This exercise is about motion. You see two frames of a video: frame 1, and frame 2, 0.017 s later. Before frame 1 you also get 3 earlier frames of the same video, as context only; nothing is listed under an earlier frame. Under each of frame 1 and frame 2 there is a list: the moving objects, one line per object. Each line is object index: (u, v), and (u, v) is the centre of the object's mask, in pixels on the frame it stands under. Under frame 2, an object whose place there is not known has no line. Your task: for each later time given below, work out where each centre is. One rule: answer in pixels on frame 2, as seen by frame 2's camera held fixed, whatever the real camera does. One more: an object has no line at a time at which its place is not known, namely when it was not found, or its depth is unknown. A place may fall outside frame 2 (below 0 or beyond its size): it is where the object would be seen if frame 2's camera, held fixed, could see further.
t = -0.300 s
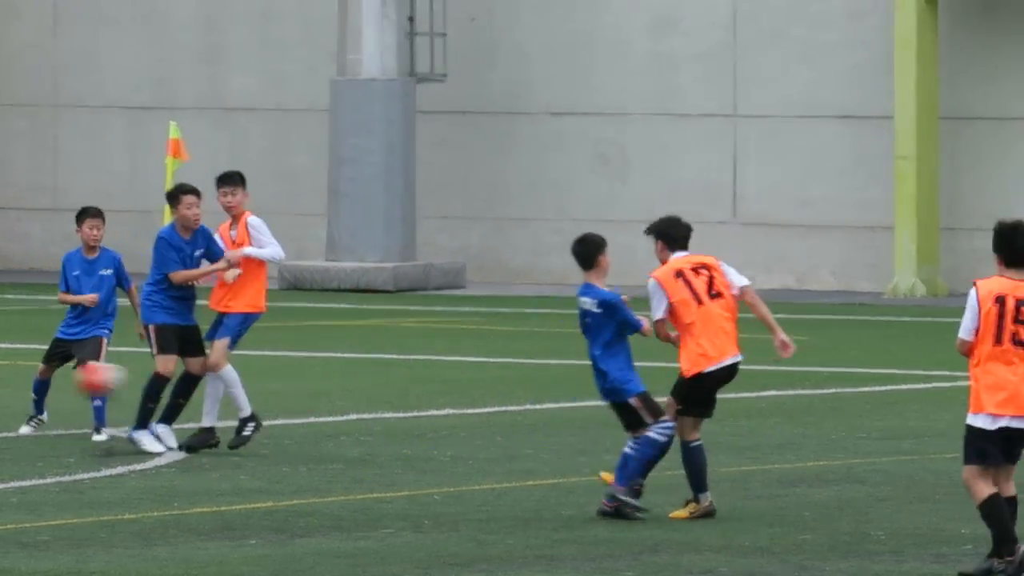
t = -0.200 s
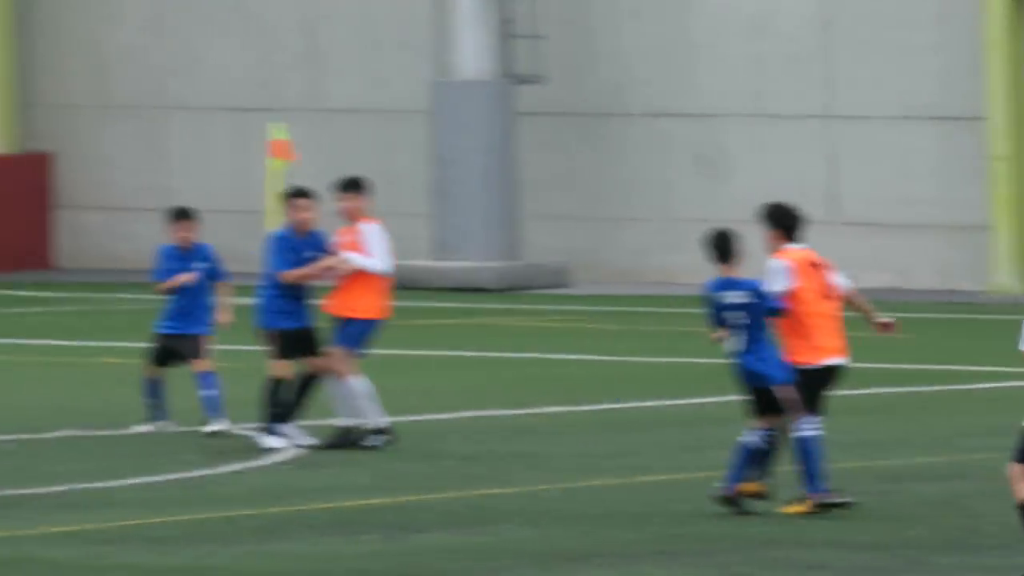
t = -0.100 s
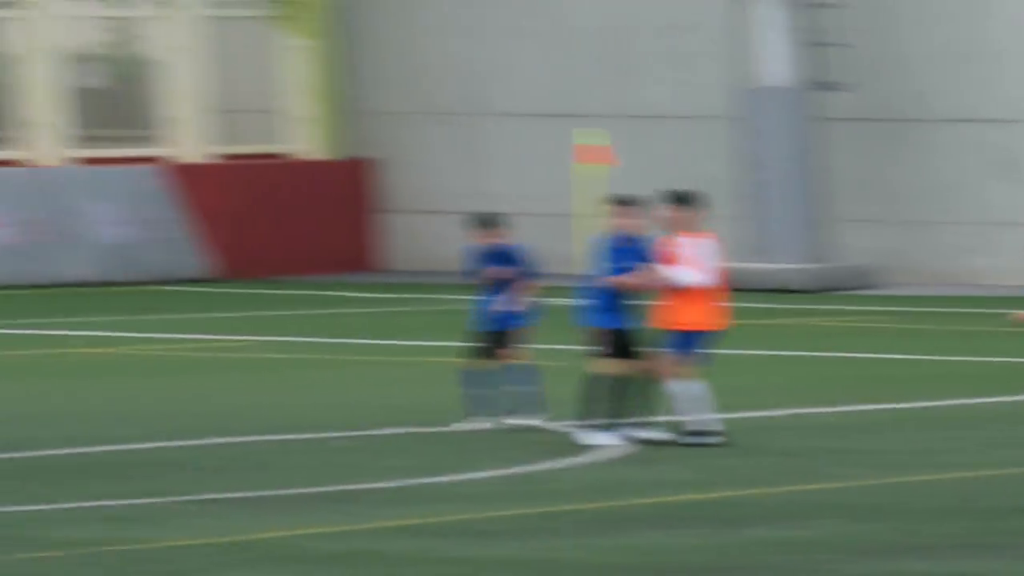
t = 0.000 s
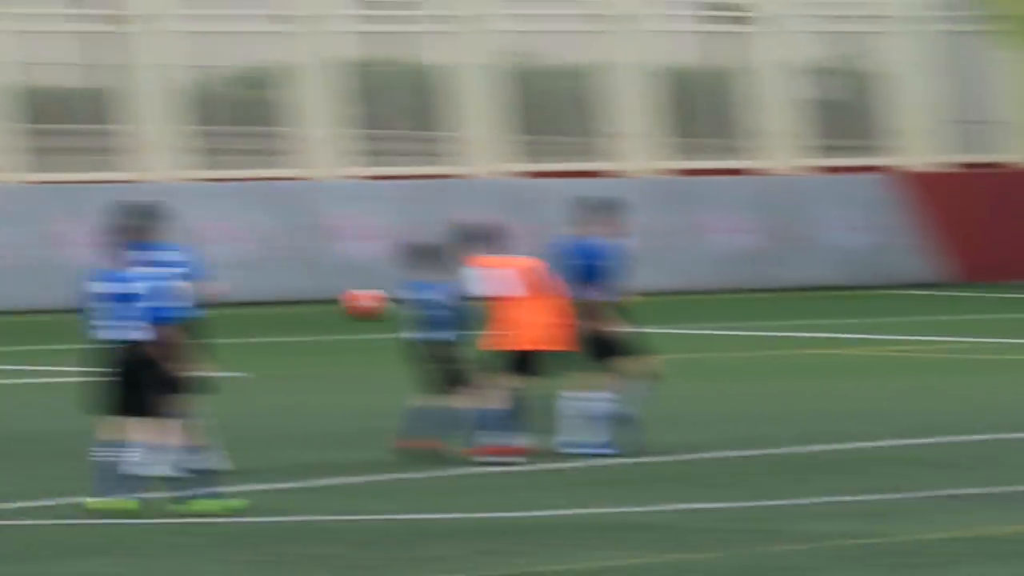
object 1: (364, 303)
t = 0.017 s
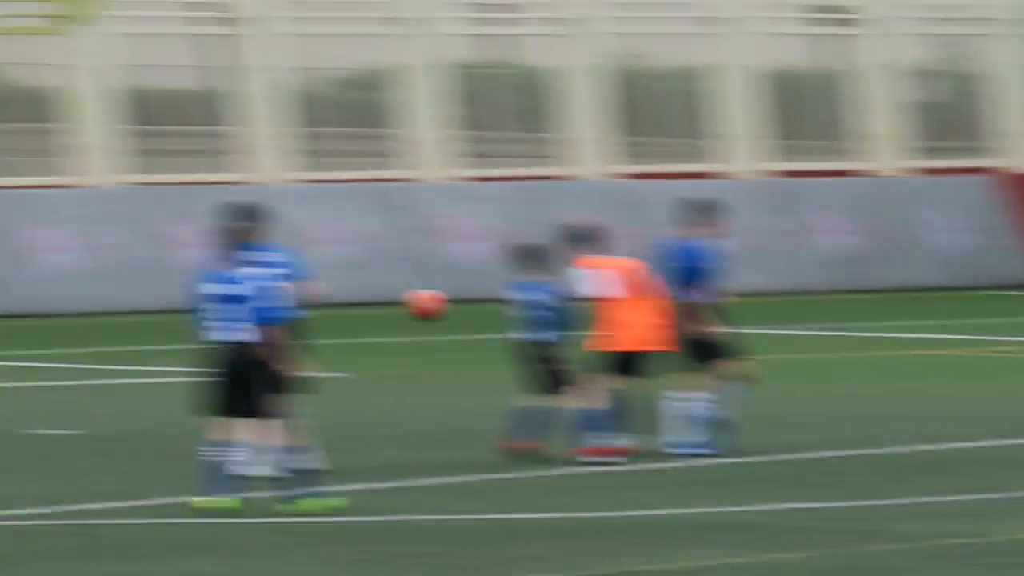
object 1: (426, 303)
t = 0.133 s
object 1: (129, 307)
